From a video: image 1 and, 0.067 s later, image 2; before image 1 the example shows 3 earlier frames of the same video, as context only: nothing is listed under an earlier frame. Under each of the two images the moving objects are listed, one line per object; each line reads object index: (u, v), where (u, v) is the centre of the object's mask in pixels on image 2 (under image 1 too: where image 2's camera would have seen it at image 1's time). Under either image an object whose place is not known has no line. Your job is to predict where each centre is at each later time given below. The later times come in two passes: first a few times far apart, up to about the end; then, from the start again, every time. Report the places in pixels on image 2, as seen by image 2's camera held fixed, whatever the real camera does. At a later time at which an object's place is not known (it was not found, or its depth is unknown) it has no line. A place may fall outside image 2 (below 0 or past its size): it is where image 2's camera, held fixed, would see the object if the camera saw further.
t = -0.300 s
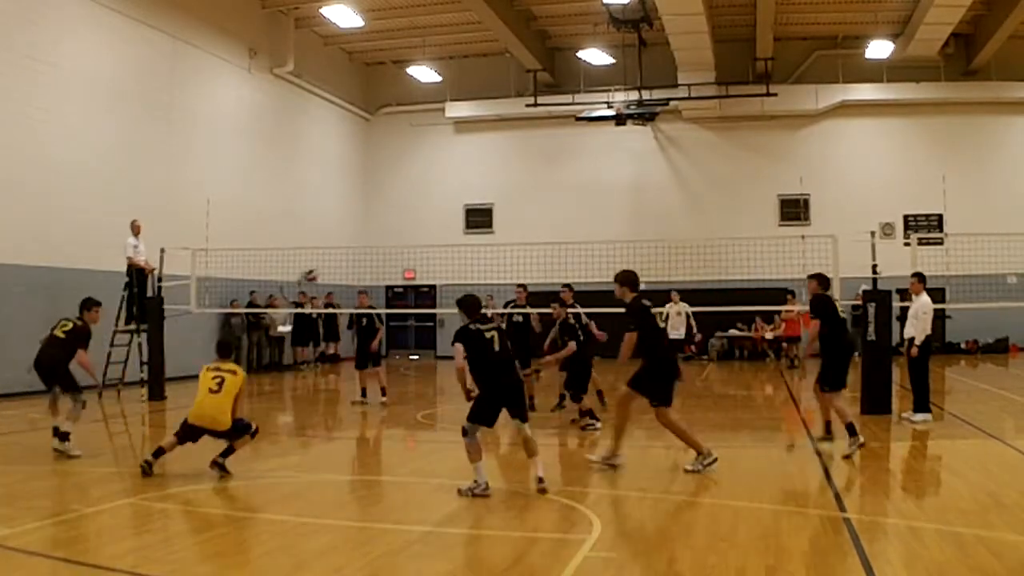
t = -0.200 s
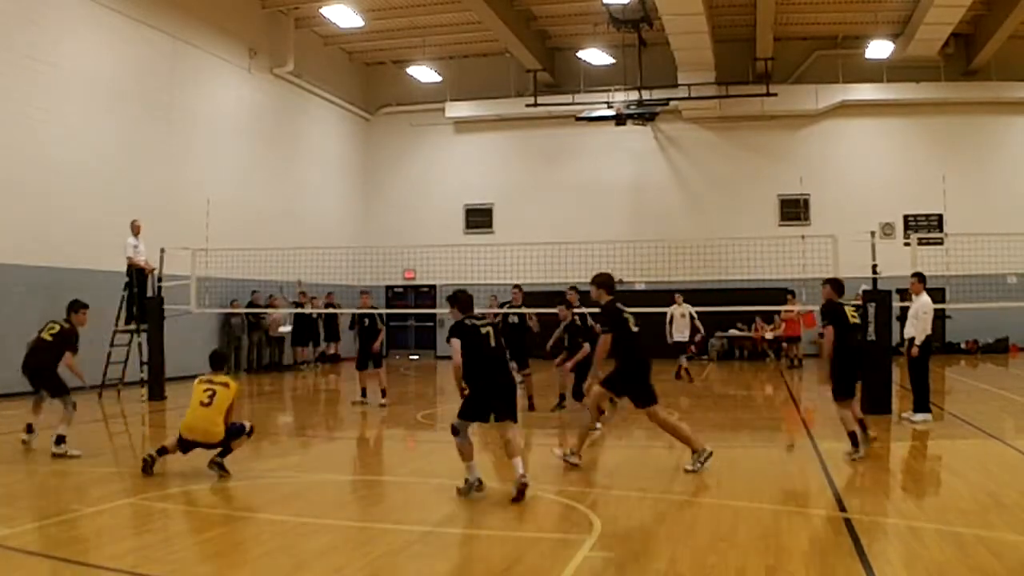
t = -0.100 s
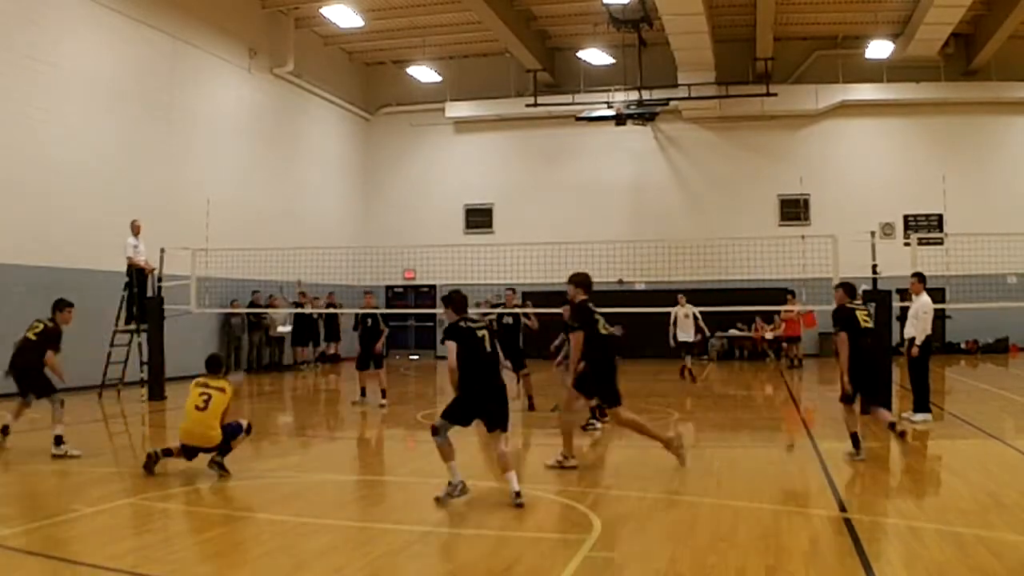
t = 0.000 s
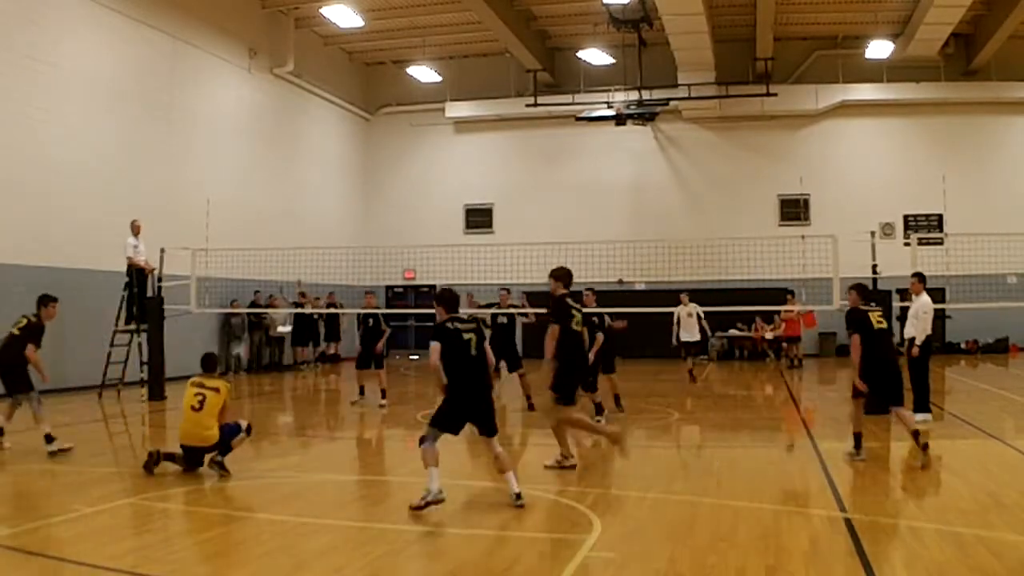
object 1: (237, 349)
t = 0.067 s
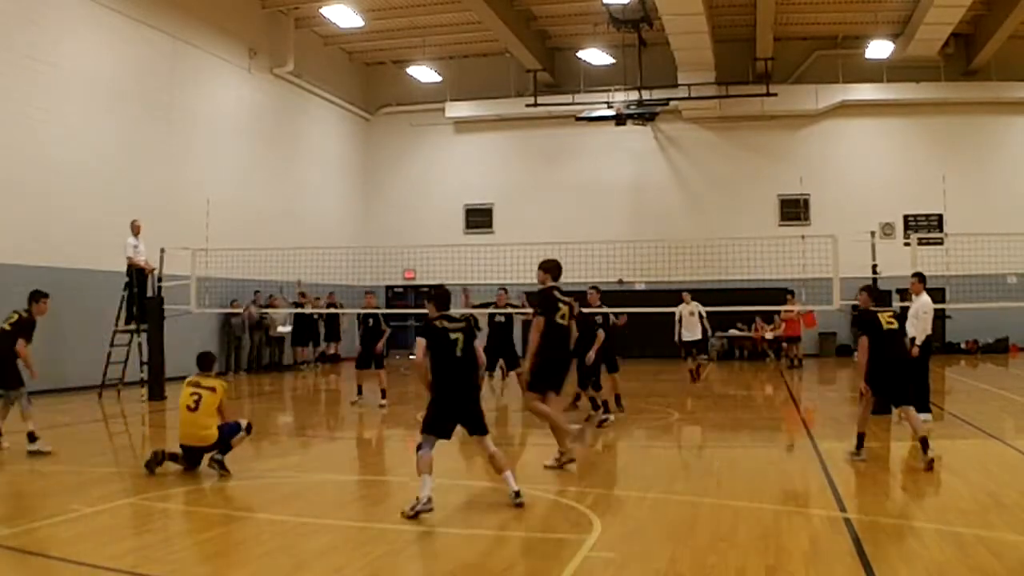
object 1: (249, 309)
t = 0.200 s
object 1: (275, 246)
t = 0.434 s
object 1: (313, 180)
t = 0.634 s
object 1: (340, 164)
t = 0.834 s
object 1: (365, 178)
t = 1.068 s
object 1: (391, 229)
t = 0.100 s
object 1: (260, 292)
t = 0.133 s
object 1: (262, 277)
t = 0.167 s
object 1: (269, 262)
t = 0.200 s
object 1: (275, 246)
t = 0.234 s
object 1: (281, 233)
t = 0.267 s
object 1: (287, 221)
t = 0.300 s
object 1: (292, 211)
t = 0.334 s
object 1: (297, 201)
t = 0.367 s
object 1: (303, 193)
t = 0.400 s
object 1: (307, 186)
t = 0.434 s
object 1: (313, 180)
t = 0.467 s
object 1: (317, 175)
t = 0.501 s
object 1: (322, 171)
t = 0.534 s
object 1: (327, 168)
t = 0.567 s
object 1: (331, 166)
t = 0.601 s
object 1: (336, 164)
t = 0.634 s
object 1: (340, 164)
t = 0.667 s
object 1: (345, 164)
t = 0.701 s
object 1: (349, 165)
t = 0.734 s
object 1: (353, 168)
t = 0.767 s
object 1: (357, 170)
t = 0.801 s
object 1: (361, 174)
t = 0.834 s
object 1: (365, 178)
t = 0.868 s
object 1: (369, 184)
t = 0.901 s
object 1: (373, 190)
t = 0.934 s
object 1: (377, 196)
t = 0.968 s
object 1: (380, 203)
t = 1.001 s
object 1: (384, 211)
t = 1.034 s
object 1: (388, 219)
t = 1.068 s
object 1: (391, 229)
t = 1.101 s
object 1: (395, 237)
